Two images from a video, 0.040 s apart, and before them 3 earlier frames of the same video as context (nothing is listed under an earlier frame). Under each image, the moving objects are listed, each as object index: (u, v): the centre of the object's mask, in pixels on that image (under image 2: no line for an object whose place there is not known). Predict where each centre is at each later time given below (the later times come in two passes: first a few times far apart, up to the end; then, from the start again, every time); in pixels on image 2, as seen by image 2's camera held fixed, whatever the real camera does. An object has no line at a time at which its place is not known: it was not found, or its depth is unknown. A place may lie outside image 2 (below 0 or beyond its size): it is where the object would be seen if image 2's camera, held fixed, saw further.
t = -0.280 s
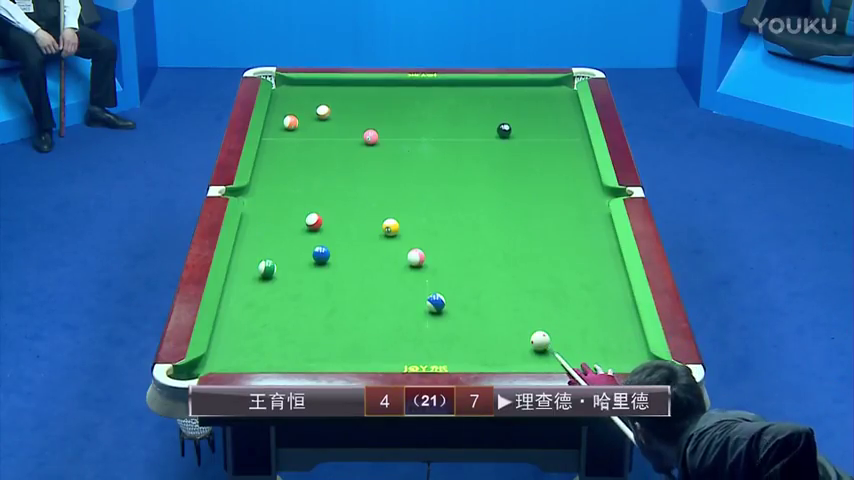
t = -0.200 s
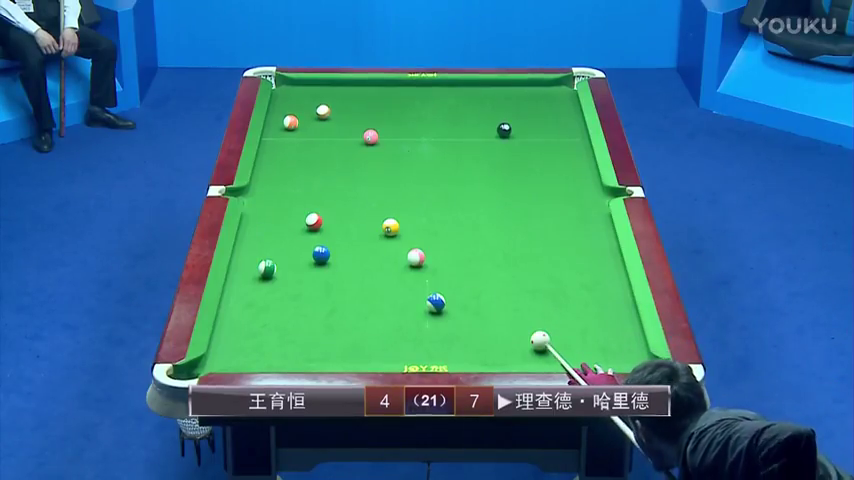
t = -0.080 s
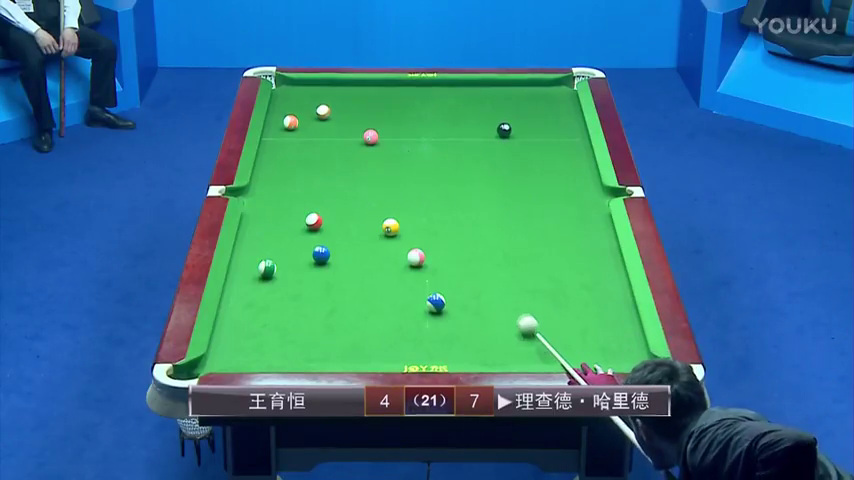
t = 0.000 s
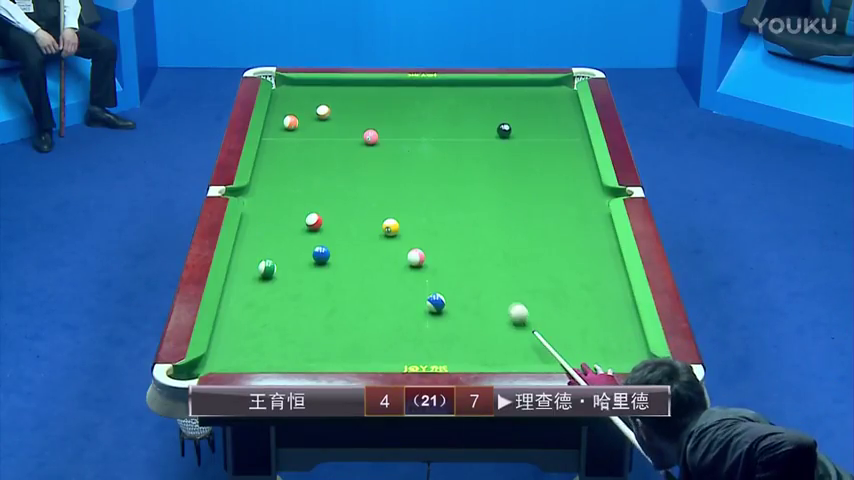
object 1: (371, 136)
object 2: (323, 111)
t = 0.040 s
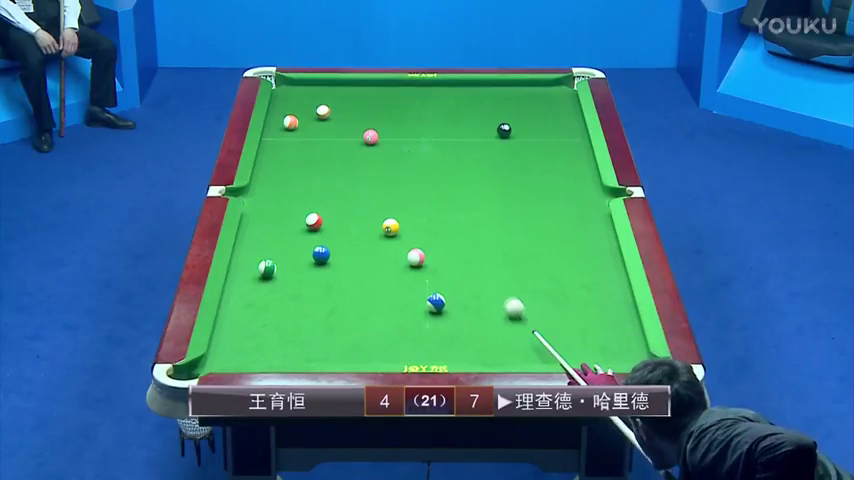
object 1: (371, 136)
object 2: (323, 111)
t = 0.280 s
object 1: (371, 136)
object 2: (323, 111)
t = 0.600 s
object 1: (371, 136)
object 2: (323, 111)
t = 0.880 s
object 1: (370, 136)
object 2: (323, 111)
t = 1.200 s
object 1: (370, 136)
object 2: (323, 111)
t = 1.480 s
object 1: (370, 136)
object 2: (323, 111)
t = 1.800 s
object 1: (363, 132)
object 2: (323, 111)
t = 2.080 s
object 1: (344, 123)
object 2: (323, 111)
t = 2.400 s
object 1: (330, 115)
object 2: (318, 109)
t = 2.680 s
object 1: (327, 114)
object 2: (311, 105)
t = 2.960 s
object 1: (326, 114)
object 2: (304, 102)
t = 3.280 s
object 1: (326, 114)
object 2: (297, 97)
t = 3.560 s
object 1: (326, 114)
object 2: (292, 95)
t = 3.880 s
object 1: (326, 114)
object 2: (287, 93)
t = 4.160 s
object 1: (326, 114)
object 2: (284, 91)
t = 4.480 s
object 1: (326, 114)
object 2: (282, 90)
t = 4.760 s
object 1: (326, 114)
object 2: (280, 89)
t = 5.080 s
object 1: (326, 114)
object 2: (280, 89)
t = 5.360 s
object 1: (326, 114)
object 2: (280, 89)
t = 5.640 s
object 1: (326, 114)
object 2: (280, 89)
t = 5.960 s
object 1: (326, 114)
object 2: (280, 89)
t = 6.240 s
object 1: (326, 114)
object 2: (280, 89)
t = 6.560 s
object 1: (326, 114)
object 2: (280, 89)
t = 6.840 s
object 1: (326, 114)
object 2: (280, 89)
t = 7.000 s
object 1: (326, 114)
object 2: (280, 89)
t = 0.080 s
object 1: (371, 136)
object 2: (323, 111)
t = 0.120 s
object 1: (371, 136)
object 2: (323, 111)
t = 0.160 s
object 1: (371, 136)
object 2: (323, 111)
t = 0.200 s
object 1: (371, 136)
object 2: (323, 111)
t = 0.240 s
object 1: (371, 136)
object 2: (323, 111)
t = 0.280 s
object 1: (371, 136)
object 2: (323, 111)
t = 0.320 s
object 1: (371, 136)
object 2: (323, 111)
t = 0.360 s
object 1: (371, 136)
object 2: (323, 111)
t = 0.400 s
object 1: (371, 136)
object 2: (323, 111)
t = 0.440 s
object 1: (371, 136)
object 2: (323, 111)
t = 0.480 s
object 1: (371, 136)
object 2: (323, 111)
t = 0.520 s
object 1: (371, 136)
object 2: (323, 111)
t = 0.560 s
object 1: (371, 136)
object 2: (323, 111)
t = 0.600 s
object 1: (371, 136)
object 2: (323, 111)
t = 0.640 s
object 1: (371, 136)
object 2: (323, 111)
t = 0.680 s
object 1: (371, 136)
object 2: (323, 111)
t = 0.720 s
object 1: (371, 136)
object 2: (323, 111)
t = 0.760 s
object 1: (371, 136)
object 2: (323, 111)
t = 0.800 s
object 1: (371, 136)
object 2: (323, 111)
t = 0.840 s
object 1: (371, 136)
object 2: (323, 111)
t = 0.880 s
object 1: (370, 136)
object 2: (323, 111)
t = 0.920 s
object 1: (370, 136)
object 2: (323, 111)
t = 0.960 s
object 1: (370, 136)
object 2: (323, 111)
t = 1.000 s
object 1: (370, 136)
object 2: (323, 111)
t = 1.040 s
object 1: (370, 136)
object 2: (323, 111)
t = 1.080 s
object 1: (370, 136)
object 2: (323, 111)
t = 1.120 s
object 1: (370, 136)
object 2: (323, 111)
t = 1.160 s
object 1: (370, 136)
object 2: (323, 111)
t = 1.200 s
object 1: (370, 136)
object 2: (323, 111)
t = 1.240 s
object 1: (370, 136)
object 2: (323, 111)
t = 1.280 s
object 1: (371, 136)
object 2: (323, 111)
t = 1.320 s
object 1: (370, 136)
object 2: (323, 111)
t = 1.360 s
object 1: (370, 136)
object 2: (323, 111)
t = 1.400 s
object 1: (370, 136)
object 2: (323, 111)
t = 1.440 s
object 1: (371, 136)
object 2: (323, 111)
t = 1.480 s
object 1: (370, 136)
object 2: (323, 111)
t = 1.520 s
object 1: (370, 136)
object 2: (323, 111)
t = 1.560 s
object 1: (370, 136)
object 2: (323, 111)
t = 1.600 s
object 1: (371, 136)
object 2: (323, 111)
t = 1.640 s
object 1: (370, 136)
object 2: (323, 111)
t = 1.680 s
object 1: (370, 136)
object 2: (323, 111)
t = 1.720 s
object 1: (369, 135)
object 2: (323, 111)
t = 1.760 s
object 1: (366, 134)
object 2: (323, 111)
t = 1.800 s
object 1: (363, 132)
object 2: (323, 111)
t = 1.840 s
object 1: (360, 130)
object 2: (323, 111)
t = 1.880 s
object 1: (357, 129)
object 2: (323, 111)
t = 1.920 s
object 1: (354, 128)
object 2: (323, 111)
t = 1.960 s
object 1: (352, 127)
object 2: (323, 111)
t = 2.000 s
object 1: (350, 125)
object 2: (323, 111)
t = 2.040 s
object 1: (347, 124)
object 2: (323, 111)
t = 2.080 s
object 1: (344, 123)
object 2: (323, 111)
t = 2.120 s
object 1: (342, 122)
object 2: (323, 111)
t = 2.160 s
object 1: (340, 120)
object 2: (322, 111)
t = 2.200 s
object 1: (337, 119)
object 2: (323, 111)
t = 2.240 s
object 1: (335, 118)
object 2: (322, 111)
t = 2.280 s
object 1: (333, 117)
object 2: (322, 110)
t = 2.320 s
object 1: (331, 116)
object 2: (321, 110)
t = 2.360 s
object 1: (330, 116)
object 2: (320, 109)
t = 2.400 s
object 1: (330, 115)
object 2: (318, 109)
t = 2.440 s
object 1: (330, 115)
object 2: (317, 108)
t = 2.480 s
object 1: (329, 115)
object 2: (316, 108)
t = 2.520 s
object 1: (329, 115)
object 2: (315, 107)
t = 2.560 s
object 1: (328, 115)
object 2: (314, 107)
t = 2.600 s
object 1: (328, 114)
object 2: (313, 106)
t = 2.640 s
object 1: (328, 114)
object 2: (312, 106)
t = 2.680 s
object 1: (327, 114)
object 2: (311, 105)
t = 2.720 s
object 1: (327, 114)
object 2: (310, 104)
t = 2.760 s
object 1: (327, 114)
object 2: (309, 104)
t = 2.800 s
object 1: (327, 114)
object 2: (308, 103)
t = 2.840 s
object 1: (326, 114)
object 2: (307, 103)
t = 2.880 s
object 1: (326, 114)
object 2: (306, 103)
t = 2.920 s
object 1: (326, 114)
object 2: (305, 102)
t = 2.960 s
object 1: (326, 114)
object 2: (304, 102)
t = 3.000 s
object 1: (326, 114)
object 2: (303, 101)
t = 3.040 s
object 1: (326, 114)
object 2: (302, 100)
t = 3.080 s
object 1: (326, 114)
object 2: (301, 100)
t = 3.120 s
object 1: (326, 114)
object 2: (300, 99)
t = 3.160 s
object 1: (326, 114)
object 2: (299, 98)
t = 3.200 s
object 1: (326, 114)
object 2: (298, 98)
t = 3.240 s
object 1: (326, 114)
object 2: (297, 98)
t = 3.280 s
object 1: (326, 114)
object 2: (297, 97)
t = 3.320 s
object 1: (326, 114)
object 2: (296, 97)
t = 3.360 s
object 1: (326, 114)
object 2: (295, 97)
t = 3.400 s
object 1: (326, 114)
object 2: (294, 96)
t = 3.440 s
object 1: (326, 114)
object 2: (294, 96)
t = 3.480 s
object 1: (326, 114)
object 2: (293, 96)
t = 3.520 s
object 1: (326, 114)
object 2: (292, 95)
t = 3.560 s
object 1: (326, 114)
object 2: (292, 95)
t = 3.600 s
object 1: (326, 114)
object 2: (291, 95)
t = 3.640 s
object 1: (326, 114)
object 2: (290, 95)
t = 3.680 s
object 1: (326, 114)
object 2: (290, 95)
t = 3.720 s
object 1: (326, 114)
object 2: (289, 94)
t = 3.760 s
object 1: (326, 114)
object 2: (289, 94)
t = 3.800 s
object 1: (326, 114)
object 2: (288, 93)
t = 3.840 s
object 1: (326, 114)
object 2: (288, 93)
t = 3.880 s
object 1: (326, 114)
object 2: (287, 93)
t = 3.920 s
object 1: (326, 114)
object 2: (287, 93)
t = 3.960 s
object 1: (326, 114)
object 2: (286, 93)
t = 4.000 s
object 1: (326, 114)
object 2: (286, 92)
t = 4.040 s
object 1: (326, 114)
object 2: (285, 92)
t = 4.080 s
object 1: (326, 114)
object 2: (285, 92)
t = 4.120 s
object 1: (326, 114)
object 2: (284, 92)
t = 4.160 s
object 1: (326, 114)
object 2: (284, 91)
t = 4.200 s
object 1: (326, 114)
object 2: (284, 91)
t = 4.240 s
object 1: (326, 114)
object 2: (283, 91)
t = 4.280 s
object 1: (326, 114)
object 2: (283, 91)
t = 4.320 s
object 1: (326, 114)
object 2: (282, 90)
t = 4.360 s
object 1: (326, 114)
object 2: (282, 90)
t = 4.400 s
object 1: (326, 114)
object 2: (282, 90)
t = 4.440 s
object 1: (326, 114)
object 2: (282, 90)
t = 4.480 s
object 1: (326, 114)
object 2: (282, 90)
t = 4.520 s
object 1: (326, 114)
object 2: (281, 90)
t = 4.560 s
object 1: (326, 114)
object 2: (281, 90)
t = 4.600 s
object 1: (326, 114)
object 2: (281, 89)
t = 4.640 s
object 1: (326, 114)
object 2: (281, 90)
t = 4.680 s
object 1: (326, 114)
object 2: (281, 89)
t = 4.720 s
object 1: (326, 114)
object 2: (280, 89)
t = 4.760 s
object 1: (326, 114)
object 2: (280, 89)
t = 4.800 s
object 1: (326, 114)
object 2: (280, 89)
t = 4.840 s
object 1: (326, 114)
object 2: (280, 89)
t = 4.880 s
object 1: (326, 114)
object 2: (280, 89)
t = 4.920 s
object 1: (326, 114)
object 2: (280, 89)
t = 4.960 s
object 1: (326, 114)
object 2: (280, 89)
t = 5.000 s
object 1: (326, 114)
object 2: (280, 89)
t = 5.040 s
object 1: (326, 114)
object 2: (280, 89)
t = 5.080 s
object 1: (326, 114)
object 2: (280, 89)
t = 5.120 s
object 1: (326, 114)
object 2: (280, 89)
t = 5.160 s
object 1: (326, 114)
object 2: (280, 89)
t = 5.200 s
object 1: (326, 114)
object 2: (280, 89)
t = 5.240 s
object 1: (326, 114)
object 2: (280, 89)
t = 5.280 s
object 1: (326, 114)
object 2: (280, 89)
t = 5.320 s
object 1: (326, 114)
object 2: (280, 89)
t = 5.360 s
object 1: (326, 114)
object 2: (280, 89)
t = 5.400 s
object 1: (326, 114)
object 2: (280, 89)
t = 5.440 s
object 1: (326, 114)
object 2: (280, 89)
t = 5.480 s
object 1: (326, 114)
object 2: (280, 89)
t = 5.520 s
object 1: (326, 114)
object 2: (280, 89)
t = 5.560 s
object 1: (326, 114)
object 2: (280, 89)
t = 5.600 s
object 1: (326, 114)
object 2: (280, 89)
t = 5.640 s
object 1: (326, 114)
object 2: (280, 89)
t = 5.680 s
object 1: (326, 114)
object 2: (280, 89)
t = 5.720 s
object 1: (326, 114)
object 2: (280, 89)
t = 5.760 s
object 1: (326, 114)
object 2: (280, 89)
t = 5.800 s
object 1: (326, 114)
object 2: (280, 89)
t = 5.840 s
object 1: (326, 114)
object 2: (280, 89)
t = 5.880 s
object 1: (326, 114)
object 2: (280, 89)
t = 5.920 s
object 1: (326, 114)
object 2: (280, 89)
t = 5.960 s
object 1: (326, 114)
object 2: (280, 89)
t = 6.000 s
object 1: (326, 114)
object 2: (280, 89)
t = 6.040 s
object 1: (326, 114)
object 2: (280, 89)
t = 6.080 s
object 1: (326, 114)
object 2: (280, 89)
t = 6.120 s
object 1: (326, 114)
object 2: (280, 89)
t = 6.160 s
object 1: (326, 114)
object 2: (280, 89)
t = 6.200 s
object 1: (326, 114)
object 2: (280, 89)
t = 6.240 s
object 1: (326, 114)
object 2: (280, 89)
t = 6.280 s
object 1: (326, 114)
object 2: (280, 89)
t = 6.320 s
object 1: (326, 114)
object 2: (280, 89)
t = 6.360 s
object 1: (326, 114)
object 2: (280, 89)
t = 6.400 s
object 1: (326, 114)
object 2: (280, 89)
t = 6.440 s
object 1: (326, 114)
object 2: (280, 89)
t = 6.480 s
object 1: (326, 114)
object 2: (280, 89)
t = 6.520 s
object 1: (326, 114)
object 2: (280, 89)
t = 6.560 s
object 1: (326, 114)
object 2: (280, 89)
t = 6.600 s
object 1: (326, 114)
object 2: (280, 89)
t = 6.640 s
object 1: (326, 114)
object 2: (280, 89)
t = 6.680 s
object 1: (326, 114)
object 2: (280, 89)
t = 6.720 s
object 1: (326, 114)
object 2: (280, 89)
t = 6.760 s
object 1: (326, 114)
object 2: (280, 89)
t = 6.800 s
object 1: (326, 114)
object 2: (280, 89)
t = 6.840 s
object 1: (326, 114)
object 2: (280, 89)
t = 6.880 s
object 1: (326, 114)
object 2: (280, 89)
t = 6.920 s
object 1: (326, 114)
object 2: (280, 89)
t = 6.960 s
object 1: (326, 114)
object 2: (280, 89)
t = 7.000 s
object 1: (326, 114)
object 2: (280, 89)
